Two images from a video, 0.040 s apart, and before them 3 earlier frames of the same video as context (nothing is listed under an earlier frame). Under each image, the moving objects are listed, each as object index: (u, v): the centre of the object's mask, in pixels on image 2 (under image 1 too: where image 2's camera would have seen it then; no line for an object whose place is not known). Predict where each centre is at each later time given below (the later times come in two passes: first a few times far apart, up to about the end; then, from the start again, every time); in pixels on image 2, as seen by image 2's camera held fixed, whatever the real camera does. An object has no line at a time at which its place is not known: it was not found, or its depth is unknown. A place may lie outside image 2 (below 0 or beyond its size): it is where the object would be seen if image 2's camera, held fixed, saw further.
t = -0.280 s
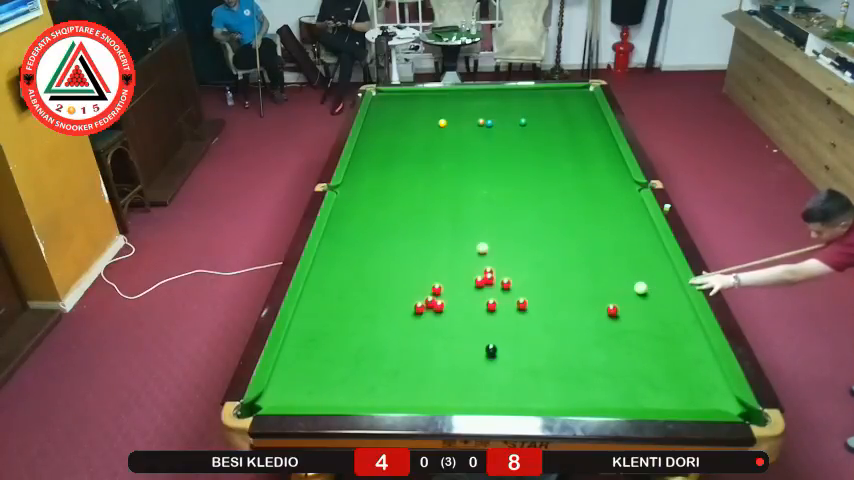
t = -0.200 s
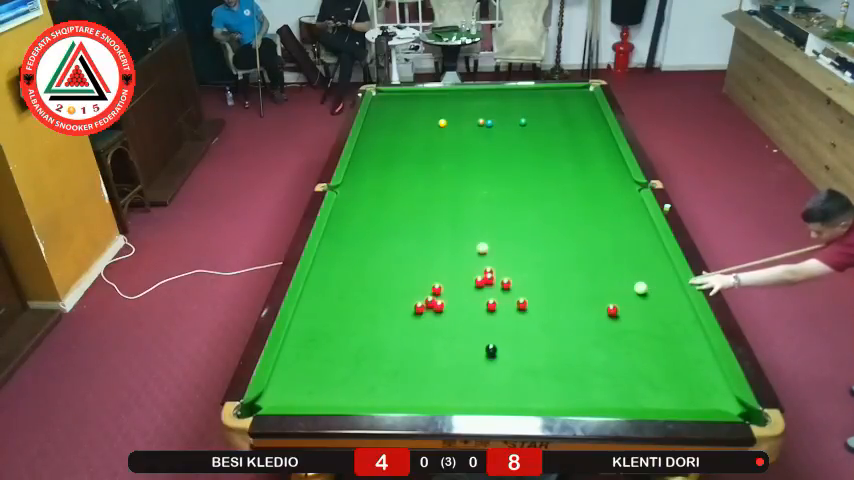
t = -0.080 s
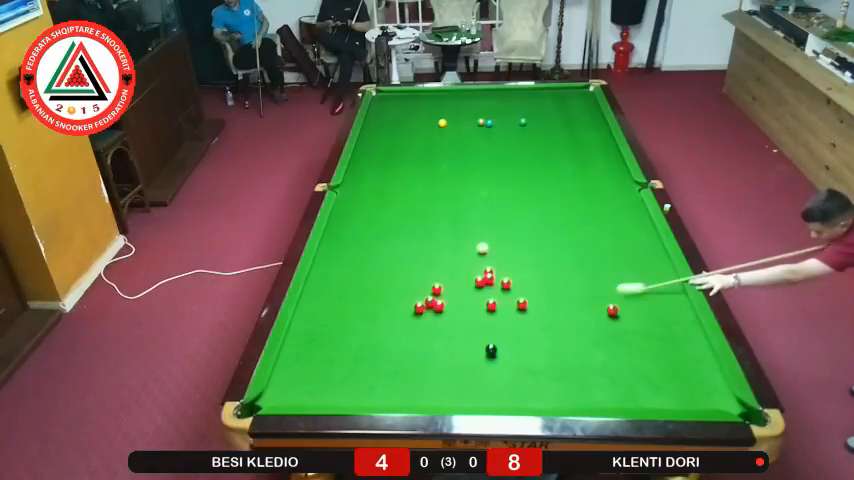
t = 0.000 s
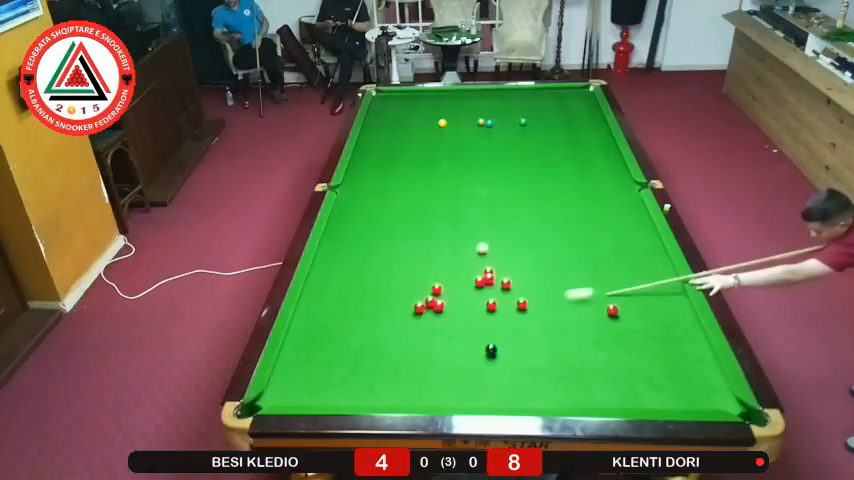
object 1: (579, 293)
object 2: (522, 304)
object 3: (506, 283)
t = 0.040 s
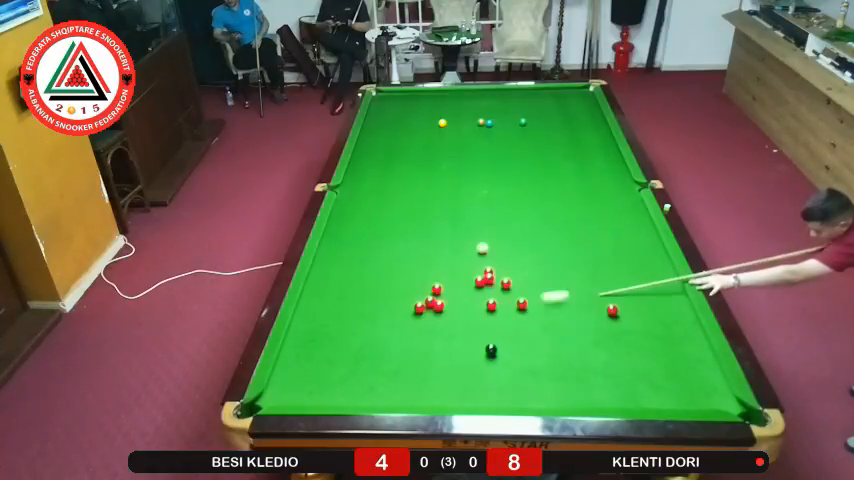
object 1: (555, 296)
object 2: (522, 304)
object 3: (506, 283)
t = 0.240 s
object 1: (517, 284)
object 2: (451, 331)
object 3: (504, 283)
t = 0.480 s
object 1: (530, 271)
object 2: (352, 372)
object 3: (495, 282)
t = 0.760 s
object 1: (544, 257)
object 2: (272, 398)
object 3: (492, 282)
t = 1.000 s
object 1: (555, 246)
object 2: (282, 371)
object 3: (491, 282)
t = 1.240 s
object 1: (564, 236)
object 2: (288, 348)
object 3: (490, 282)
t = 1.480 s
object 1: (572, 227)
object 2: (293, 327)
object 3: (490, 282)
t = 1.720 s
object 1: (580, 219)
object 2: (300, 310)
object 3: (490, 282)
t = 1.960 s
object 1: (587, 212)
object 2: (307, 295)
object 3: (490, 282)
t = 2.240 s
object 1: (593, 204)
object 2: (314, 279)
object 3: (490, 282)
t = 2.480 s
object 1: (598, 198)
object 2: (319, 267)
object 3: (490, 282)
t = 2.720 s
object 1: (603, 193)
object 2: (323, 257)
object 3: (490, 282)
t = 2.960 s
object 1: (607, 188)
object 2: (328, 247)
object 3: (490, 282)
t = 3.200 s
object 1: (610, 184)
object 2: (331, 239)
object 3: (490, 282)
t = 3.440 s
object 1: (613, 180)
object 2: (335, 231)
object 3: (490, 282)
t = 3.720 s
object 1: (616, 176)
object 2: (338, 224)
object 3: (490, 282)
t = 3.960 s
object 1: (619, 174)
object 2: (340, 218)
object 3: (490, 282)
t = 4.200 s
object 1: (621, 171)
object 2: (342, 213)
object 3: (490, 282)
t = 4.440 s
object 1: (623, 170)
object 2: (343, 209)
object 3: (490, 282)
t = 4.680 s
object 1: (624, 168)
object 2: (344, 205)
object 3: (490, 282)
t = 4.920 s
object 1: (623, 168)
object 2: (345, 202)
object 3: (490, 282)
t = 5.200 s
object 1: (622, 167)
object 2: (346, 199)
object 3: (490, 282)
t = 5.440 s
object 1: (622, 167)
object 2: (347, 197)
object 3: (490, 282)
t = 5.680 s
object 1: (622, 167)
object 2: (347, 196)
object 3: (490, 282)
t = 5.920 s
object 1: (622, 167)
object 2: (347, 195)
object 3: (490, 282)
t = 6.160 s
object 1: (622, 167)
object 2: (347, 195)
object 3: (490, 282)
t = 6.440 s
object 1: (622, 167)
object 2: (347, 194)
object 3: (490, 282)
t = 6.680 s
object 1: (622, 167)
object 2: (347, 194)
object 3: (490, 282)
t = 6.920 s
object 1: (622, 167)
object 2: (347, 194)
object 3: (490, 282)
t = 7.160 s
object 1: (622, 167)
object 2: (347, 194)
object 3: (490, 282)
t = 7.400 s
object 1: (622, 167)
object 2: (347, 194)
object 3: (490, 282)
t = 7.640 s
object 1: (622, 167)
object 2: (347, 194)
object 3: (490, 282)
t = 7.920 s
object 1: (622, 167)
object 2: (347, 194)
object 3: (490, 282)
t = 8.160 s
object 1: (622, 167)
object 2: (347, 194)
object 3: (490, 282)
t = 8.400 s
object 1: (622, 167)
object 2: (347, 194)
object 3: (490, 282)
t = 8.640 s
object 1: (622, 167)
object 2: (347, 194)
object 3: (490, 282)
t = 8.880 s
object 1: (622, 167)
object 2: (347, 194)
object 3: (490, 282)
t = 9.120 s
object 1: (622, 167)
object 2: (347, 194)
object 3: (490, 282)
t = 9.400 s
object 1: (622, 167)
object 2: (347, 194)
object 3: (490, 282)
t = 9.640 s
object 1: (622, 167)
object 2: (347, 195)
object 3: (490, 282)
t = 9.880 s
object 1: (622, 167)
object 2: (347, 194)
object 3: (490, 282)
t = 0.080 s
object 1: (534, 298)
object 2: (521, 305)
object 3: (506, 283)
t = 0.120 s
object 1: (526, 295)
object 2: (504, 310)
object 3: (506, 283)
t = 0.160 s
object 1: (521, 291)
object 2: (486, 317)
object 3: (506, 283)
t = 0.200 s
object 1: (518, 287)
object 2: (469, 324)
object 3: (506, 283)
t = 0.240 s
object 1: (517, 284)
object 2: (451, 331)
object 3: (504, 283)
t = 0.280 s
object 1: (519, 282)
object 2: (434, 339)
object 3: (500, 282)
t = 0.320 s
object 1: (521, 280)
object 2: (417, 345)
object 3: (498, 282)
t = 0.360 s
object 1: (523, 278)
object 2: (400, 352)
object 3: (497, 282)
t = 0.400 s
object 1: (526, 275)
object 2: (384, 358)
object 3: (497, 282)
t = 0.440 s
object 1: (528, 273)
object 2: (368, 365)
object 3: (496, 282)
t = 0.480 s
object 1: (530, 271)
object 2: (352, 372)
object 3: (495, 282)
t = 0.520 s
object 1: (532, 269)
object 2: (335, 378)
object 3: (495, 282)
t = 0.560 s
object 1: (534, 267)
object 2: (318, 386)
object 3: (495, 282)
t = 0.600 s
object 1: (536, 265)
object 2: (300, 393)
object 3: (494, 282)
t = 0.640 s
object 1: (538, 263)
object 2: (283, 397)
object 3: (493, 282)
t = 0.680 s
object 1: (540, 261)
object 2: (267, 398)
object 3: (492, 282)
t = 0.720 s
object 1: (542, 259)
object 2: (267, 399)
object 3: (492, 282)
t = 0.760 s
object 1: (544, 257)
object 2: (272, 398)
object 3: (492, 282)
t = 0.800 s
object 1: (546, 255)
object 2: (275, 393)
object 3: (491, 282)
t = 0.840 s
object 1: (548, 253)
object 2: (277, 389)
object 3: (491, 282)
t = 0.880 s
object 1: (550, 251)
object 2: (278, 384)
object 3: (491, 282)
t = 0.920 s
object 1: (552, 249)
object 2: (279, 380)
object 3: (491, 282)
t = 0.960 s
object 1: (553, 248)
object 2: (280, 376)
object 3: (491, 282)
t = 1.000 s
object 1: (555, 246)
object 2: (282, 371)
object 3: (491, 282)
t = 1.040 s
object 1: (556, 244)
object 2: (283, 367)
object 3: (490, 282)
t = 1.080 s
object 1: (558, 243)
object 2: (284, 363)
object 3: (490, 282)
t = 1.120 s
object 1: (559, 241)
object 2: (285, 359)
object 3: (490, 282)
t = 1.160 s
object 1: (561, 239)
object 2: (286, 355)
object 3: (490, 282)
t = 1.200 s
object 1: (563, 238)
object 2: (287, 351)
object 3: (490, 282)
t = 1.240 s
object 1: (564, 236)
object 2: (288, 348)
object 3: (490, 282)
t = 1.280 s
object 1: (566, 235)
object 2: (288, 344)
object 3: (490, 282)
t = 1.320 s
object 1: (567, 233)
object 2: (289, 341)
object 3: (490, 282)
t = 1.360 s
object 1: (568, 231)
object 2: (290, 337)
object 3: (490, 282)
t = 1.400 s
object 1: (570, 230)
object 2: (291, 334)
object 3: (490, 282)
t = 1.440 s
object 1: (571, 228)
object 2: (292, 330)
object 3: (490, 282)
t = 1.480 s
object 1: (572, 227)
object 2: (293, 327)
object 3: (490, 282)
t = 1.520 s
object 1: (574, 226)
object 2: (294, 324)
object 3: (490, 282)
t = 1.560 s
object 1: (575, 224)
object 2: (295, 321)
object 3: (490, 282)
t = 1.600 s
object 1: (576, 223)
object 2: (297, 318)
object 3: (490, 282)
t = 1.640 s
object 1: (578, 221)
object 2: (298, 316)
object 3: (490, 282)
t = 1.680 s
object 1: (579, 220)
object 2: (299, 313)
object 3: (490, 282)
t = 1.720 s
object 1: (580, 219)
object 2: (300, 310)
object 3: (490, 282)
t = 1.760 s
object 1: (581, 218)
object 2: (301, 307)
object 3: (490, 282)
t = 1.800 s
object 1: (582, 216)
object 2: (302, 305)
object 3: (490, 282)
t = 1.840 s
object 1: (583, 215)
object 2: (303, 302)
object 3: (490, 282)
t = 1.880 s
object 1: (584, 214)
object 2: (305, 300)
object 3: (490, 282)
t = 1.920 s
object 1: (585, 213)
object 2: (306, 297)
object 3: (490, 282)
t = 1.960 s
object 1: (587, 212)
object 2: (307, 295)
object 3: (490, 282)
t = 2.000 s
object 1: (588, 211)
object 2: (308, 292)
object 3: (490, 282)
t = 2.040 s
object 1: (589, 209)
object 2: (309, 290)
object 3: (490, 282)
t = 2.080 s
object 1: (590, 208)
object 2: (310, 287)
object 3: (490, 282)
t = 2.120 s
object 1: (591, 207)
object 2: (311, 285)
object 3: (490, 282)
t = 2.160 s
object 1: (592, 206)
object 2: (312, 283)
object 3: (490, 282)
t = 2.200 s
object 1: (592, 205)
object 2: (313, 281)
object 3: (490, 282)
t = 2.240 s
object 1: (593, 204)
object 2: (314, 279)
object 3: (490, 282)
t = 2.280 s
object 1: (594, 203)
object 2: (314, 277)
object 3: (490, 282)
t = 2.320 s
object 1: (595, 202)
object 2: (316, 275)
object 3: (490, 282)
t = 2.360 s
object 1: (596, 201)
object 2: (317, 273)
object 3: (490, 282)
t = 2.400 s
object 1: (597, 200)
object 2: (317, 271)
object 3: (490, 282)
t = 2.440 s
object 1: (597, 199)
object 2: (318, 269)
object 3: (490, 282)
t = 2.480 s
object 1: (598, 198)
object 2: (319, 267)
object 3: (490, 282)
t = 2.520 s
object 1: (599, 197)
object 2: (320, 265)
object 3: (490, 282)
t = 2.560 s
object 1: (600, 196)
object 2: (320, 263)
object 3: (490, 282)
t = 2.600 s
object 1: (601, 195)
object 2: (321, 261)
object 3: (490, 282)
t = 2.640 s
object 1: (602, 194)
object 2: (322, 260)
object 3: (490, 282)
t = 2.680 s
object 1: (602, 193)
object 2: (323, 258)
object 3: (490, 282)
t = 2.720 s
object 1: (603, 193)
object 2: (323, 257)
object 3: (490, 282)
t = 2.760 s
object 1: (604, 192)
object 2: (324, 255)
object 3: (490, 282)
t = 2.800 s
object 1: (604, 191)
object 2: (325, 253)
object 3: (490, 282)
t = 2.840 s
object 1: (605, 190)
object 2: (326, 252)
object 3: (490, 282)
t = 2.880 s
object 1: (605, 189)
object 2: (327, 250)
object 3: (490, 282)
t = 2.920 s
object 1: (606, 189)
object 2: (327, 249)
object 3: (490, 282)
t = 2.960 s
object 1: (607, 188)
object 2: (328, 247)
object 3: (490, 282)
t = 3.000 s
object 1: (607, 187)
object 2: (329, 246)
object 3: (490, 282)
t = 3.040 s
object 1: (608, 186)
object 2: (329, 244)
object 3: (490, 282)
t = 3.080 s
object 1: (609, 186)
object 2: (330, 243)
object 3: (490, 282)
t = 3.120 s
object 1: (609, 185)
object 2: (330, 241)
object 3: (490, 282)
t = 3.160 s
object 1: (610, 184)
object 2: (331, 240)
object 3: (489, 282)
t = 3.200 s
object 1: (610, 184)
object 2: (331, 239)
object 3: (490, 282)
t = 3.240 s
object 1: (611, 183)
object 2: (332, 237)
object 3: (490, 282)
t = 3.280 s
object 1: (611, 182)
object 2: (332, 236)
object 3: (490, 282)
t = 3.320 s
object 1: (612, 182)
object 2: (333, 235)
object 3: (490, 282)
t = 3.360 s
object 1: (612, 181)
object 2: (333, 234)
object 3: (490, 282)
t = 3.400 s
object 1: (613, 181)
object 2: (334, 232)
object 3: (490, 282)
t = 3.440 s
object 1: (613, 180)
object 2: (335, 231)
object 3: (490, 282)
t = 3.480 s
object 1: (614, 179)
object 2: (335, 230)
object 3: (490, 282)
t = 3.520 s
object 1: (614, 179)
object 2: (336, 229)
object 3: (490, 282)
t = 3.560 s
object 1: (615, 178)
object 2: (336, 228)
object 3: (490, 282)
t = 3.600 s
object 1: (615, 178)
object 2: (336, 227)
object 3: (490, 282)
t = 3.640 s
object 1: (616, 177)
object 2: (337, 226)
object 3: (490, 282)
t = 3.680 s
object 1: (616, 177)
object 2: (337, 225)
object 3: (490, 282)
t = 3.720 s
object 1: (616, 176)
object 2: (338, 224)
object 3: (490, 282)
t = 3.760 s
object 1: (617, 176)
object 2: (339, 223)
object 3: (490, 282)
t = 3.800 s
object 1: (617, 175)
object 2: (339, 222)
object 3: (490, 282)
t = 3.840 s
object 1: (618, 175)
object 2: (339, 221)
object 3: (490, 282)
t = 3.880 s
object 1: (618, 174)
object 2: (339, 220)
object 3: (490, 282)
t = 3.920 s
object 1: (618, 174)
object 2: (339, 219)
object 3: (490, 282)
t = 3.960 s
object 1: (619, 174)
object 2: (340, 218)
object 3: (490, 282)
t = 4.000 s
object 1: (619, 173)
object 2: (340, 217)
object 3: (490, 282)
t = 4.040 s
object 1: (619, 173)
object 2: (340, 216)
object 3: (490, 282)
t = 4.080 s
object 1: (620, 172)
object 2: (340, 216)
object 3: (490, 282)
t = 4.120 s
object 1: (620, 172)
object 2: (341, 215)
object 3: (490, 282)
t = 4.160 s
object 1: (620, 172)
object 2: (341, 214)
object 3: (490, 282)
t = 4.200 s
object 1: (621, 171)
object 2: (342, 213)
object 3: (490, 282)
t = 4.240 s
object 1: (621, 171)
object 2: (342, 212)
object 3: (490, 282)
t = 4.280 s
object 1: (621, 171)
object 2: (342, 212)
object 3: (490, 282)
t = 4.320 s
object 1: (622, 171)
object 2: (343, 211)
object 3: (490, 282)
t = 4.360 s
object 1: (622, 170)
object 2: (343, 210)
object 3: (490, 282)
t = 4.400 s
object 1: (622, 170)
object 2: (343, 209)
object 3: (490, 282)
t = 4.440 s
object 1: (623, 170)
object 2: (343, 209)
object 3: (490, 282)
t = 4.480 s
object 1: (623, 169)
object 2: (343, 208)
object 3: (490, 282)
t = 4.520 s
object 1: (623, 169)
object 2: (344, 207)
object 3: (490, 282)
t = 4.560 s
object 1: (623, 169)
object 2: (344, 207)
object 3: (490, 282)
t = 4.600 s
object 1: (624, 169)
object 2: (344, 206)
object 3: (490, 282)
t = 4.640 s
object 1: (624, 168)
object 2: (344, 206)
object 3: (490, 282)
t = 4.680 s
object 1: (624, 168)
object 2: (344, 205)
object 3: (490, 282)
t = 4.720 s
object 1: (624, 168)
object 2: (345, 205)
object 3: (490, 282)
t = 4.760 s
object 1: (623, 168)
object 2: (345, 204)
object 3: (490, 282)
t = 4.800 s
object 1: (623, 168)
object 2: (345, 204)
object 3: (490, 282)
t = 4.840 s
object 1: (623, 168)
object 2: (345, 203)
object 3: (490, 282)
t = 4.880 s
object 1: (623, 168)
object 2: (345, 203)
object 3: (490, 282)
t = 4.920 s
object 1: (623, 168)
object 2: (345, 202)
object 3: (490, 282)
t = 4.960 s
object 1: (623, 168)
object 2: (346, 202)
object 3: (490, 282)
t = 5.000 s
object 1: (622, 168)
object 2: (346, 201)
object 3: (490, 282)
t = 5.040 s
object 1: (622, 168)
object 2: (346, 201)
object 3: (490, 282)
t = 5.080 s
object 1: (622, 167)
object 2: (346, 200)
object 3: (490, 282)
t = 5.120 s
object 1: (622, 167)
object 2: (346, 200)
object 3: (490, 282)
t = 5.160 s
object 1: (622, 167)
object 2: (346, 199)
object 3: (490, 282)
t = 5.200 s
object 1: (622, 167)
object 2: (346, 199)
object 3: (490, 282)
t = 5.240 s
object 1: (622, 167)
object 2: (347, 199)
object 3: (490, 282)
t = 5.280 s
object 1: (622, 167)
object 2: (347, 199)
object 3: (490, 282)
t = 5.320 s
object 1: (622, 167)
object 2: (347, 198)
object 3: (490, 282)
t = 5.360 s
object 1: (622, 167)
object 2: (347, 198)
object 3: (490, 282)
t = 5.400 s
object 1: (622, 167)
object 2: (347, 198)
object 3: (490, 282)
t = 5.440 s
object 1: (622, 167)
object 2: (347, 197)
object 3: (490, 282)
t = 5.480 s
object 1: (622, 167)
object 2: (347, 197)
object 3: (490, 282)
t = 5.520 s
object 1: (622, 167)
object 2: (347, 197)
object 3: (490, 282)
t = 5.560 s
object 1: (622, 167)
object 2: (347, 197)
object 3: (490, 282)
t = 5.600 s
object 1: (622, 167)
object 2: (347, 196)
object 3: (490, 282)
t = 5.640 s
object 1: (622, 167)
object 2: (347, 196)
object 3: (490, 282)
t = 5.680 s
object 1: (622, 167)
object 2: (347, 196)
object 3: (490, 282)
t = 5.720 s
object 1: (622, 167)
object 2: (347, 196)
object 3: (490, 282)
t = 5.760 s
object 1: (622, 167)
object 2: (347, 196)
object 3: (490, 282)
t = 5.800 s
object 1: (622, 167)
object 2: (347, 196)
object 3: (490, 282)
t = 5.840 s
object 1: (622, 167)
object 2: (347, 195)
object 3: (490, 282)
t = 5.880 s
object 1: (622, 167)
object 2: (347, 195)
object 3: (490, 282)
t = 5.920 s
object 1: (622, 167)
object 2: (347, 195)
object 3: (490, 282)
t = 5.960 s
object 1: (622, 167)
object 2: (347, 195)
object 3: (490, 282)
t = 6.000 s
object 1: (622, 167)
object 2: (347, 195)
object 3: (490, 282)
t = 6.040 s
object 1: (622, 167)
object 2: (347, 195)
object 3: (490, 282)
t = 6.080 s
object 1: (622, 167)
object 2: (347, 195)
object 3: (490, 282)
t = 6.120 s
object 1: (622, 167)
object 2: (347, 195)
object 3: (490, 282)
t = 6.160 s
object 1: (622, 167)
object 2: (347, 195)
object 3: (490, 282)
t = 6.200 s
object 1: (622, 167)
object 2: (347, 195)
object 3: (490, 282)
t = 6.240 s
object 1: (622, 167)
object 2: (347, 195)
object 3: (490, 282)
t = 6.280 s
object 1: (622, 167)
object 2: (347, 195)
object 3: (490, 282)
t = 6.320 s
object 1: (622, 167)
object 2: (347, 194)
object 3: (490, 282)
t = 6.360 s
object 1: (622, 167)
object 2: (347, 194)
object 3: (490, 282)
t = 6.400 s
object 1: (622, 167)
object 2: (347, 194)
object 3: (490, 282)
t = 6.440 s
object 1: (622, 167)
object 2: (347, 194)
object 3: (490, 282)
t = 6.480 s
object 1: (622, 167)
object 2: (347, 194)
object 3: (490, 282)
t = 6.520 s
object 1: (622, 167)
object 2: (347, 194)
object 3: (490, 282)
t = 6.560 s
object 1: (622, 167)
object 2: (347, 194)
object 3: (490, 282)
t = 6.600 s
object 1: (622, 167)
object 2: (347, 194)
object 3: (490, 282)
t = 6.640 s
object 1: (622, 167)
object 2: (347, 194)
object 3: (490, 282)
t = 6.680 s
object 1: (622, 167)
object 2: (347, 194)
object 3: (490, 282)
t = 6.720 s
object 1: (622, 167)
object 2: (347, 194)
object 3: (490, 282)
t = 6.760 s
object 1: (622, 167)
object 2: (347, 194)
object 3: (490, 282)
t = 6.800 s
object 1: (622, 167)
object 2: (347, 194)
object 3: (490, 282)
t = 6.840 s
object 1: (622, 167)
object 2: (347, 194)
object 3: (490, 282)
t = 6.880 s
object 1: (622, 167)
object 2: (347, 194)
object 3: (490, 282)
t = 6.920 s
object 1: (622, 167)
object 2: (347, 194)
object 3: (490, 282)
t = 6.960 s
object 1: (622, 167)
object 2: (347, 194)
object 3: (490, 282)
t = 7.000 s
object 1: (622, 167)
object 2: (347, 194)
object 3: (490, 282)
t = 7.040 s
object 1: (622, 167)
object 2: (347, 194)
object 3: (490, 282)
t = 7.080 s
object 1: (622, 167)
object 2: (347, 194)
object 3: (490, 282)
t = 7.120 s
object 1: (622, 167)
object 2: (347, 194)
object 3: (490, 282)
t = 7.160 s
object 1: (622, 167)
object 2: (347, 194)
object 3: (490, 282)
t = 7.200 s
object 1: (622, 167)
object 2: (347, 194)
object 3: (490, 282)
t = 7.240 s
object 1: (622, 167)
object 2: (347, 194)
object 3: (490, 282)
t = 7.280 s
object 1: (622, 167)
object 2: (347, 194)
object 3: (490, 282)
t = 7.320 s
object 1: (622, 167)
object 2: (347, 194)
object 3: (490, 282)
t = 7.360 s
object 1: (622, 167)
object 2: (347, 194)
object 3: (490, 282)
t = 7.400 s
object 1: (622, 167)
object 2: (347, 194)
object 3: (490, 282)
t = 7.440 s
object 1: (622, 167)
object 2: (347, 194)
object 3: (490, 282)
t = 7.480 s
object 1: (622, 167)
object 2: (347, 194)
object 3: (490, 282)
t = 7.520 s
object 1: (622, 167)
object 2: (347, 194)
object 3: (490, 282)
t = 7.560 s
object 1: (622, 167)
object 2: (347, 194)
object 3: (490, 282)
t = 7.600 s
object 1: (622, 167)
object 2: (347, 194)
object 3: (490, 282)
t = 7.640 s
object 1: (622, 167)
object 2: (347, 194)
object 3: (490, 282)
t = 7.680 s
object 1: (622, 167)
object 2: (347, 194)
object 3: (490, 282)
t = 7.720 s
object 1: (622, 167)
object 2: (347, 194)
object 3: (490, 282)
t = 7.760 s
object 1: (622, 167)
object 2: (347, 194)
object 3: (490, 282)
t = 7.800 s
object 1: (622, 167)
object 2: (347, 194)
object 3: (490, 282)
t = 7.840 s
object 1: (622, 167)
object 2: (347, 194)
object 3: (490, 282)
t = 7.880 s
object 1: (622, 167)
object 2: (347, 194)
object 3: (490, 282)
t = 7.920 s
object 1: (622, 167)
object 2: (347, 194)
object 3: (490, 282)
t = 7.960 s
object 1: (622, 167)
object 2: (347, 194)
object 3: (490, 282)
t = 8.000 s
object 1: (622, 167)
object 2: (347, 194)
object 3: (490, 282)
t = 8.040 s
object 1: (622, 167)
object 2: (347, 194)
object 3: (490, 282)
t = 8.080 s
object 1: (622, 167)
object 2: (347, 194)
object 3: (490, 282)
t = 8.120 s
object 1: (622, 167)
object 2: (347, 194)
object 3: (490, 282)
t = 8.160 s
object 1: (622, 167)
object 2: (347, 194)
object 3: (490, 282)
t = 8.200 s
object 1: (622, 167)
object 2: (347, 194)
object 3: (490, 282)
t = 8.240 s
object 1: (622, 167)
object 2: (347, 194)
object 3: (490, 282)
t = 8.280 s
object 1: (622, 167)
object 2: (347, 194)
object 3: (490, 282)
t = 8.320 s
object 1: (622, 167)
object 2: (347, 194)
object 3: (490, 282)
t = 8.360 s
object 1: (622, 167)
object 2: (347, 194)
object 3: (490, 282)
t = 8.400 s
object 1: (622, 167)
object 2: (347, 194)
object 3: (490, 282)
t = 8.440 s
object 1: (622, 167)
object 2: (347, 194)
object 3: (490, 282)
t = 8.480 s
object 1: (622, 167)
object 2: (347, 194)
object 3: (490, 282)
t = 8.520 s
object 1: (622, 167)
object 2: (347, 194)
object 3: (490, 282)
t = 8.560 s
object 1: (622, 167)
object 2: (347, 194)
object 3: (490, 282)
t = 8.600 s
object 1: (622, 167)
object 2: (347, 194)
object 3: (490, 282)
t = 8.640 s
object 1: (622, 167)
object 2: (347, 194)
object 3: (490, 282)
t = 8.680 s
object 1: (622, 167)
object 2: (347, 194)
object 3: (490, 282)
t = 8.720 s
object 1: (622, 167)
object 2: (347, 194)
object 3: (490, 282)
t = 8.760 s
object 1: (622, 167)
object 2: (347, 194)
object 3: (490, 282)
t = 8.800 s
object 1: (622, 167)
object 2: (347, 194)
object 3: (490, 282)
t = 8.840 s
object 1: (622, 167)
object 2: (347, 194)
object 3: (490, 282)
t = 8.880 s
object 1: (622, 167)
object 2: (347, 194)
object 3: (490, 282)
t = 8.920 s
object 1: (622, 167)
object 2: (347, 194)
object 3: (490, 282)
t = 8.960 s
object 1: (622, 167)
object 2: (347, 194)
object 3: (490, 282)
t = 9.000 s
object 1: (622, 167)
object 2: (347, 194)
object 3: (490, 282)
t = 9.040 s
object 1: (622, 167)
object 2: (347, 194)
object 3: (490, 282)
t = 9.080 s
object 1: (622, 167)
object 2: (347, 194)
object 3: (490, 282)
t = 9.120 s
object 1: (622, 167)
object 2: (347, 194)
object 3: (490, 282)
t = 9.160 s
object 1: (622, 167)
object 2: (347, 194)
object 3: (490, 282)
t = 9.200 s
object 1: (622, 167)
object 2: (347, 195)
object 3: (490, 282)
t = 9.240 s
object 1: (622, 167)
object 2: (347, 194)
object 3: (490, 282)
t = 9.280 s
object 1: (622, 167)
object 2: (347, 195)
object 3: (490, 282)
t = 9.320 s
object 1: (622, 167)
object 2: (347, 195)
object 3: (490, 282)
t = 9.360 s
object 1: (622, 167)
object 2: (347, 194)
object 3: (490, 282)
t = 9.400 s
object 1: (622, 167)
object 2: (347, 194)
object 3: (490, 282)
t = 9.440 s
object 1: (622, 167)
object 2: (347, 194)
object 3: (490, 282)
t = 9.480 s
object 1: (622, 167)
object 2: (347, 194)
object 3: (490, 282)
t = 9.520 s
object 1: (622, 167)
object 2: (347, 194)
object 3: (490, 282)
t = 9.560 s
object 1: (622, 167)
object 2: (347, 195)
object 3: (490, 282)
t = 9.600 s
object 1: (622, 167)
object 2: (347, 195)
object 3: (490, 282)
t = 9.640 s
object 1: (622, 167)
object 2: (347, 195)
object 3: (490, 282)
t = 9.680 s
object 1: (622, 167)
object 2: (347, 195)
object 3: (490, 282)
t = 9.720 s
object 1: (622, 167)
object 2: (347, 194)
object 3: (490, 282)
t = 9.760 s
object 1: (622, 167)
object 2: (347, 194)
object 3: (490, 282)
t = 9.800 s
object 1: (622, 167)
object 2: (347, 194)
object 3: (490, 282)
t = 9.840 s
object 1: (622, 167)
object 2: (347, 194)
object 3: (490, 282)
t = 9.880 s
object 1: (622, 167)
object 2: (347, 194)
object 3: (490, 282)
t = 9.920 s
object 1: (622, 167)
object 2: (347, 194)
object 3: (490, 282)
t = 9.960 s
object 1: (622, 167)
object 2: (347, 194)
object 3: (490, 282)
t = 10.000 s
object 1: (622, 167)
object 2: (347, 195)
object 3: (490, 282)
